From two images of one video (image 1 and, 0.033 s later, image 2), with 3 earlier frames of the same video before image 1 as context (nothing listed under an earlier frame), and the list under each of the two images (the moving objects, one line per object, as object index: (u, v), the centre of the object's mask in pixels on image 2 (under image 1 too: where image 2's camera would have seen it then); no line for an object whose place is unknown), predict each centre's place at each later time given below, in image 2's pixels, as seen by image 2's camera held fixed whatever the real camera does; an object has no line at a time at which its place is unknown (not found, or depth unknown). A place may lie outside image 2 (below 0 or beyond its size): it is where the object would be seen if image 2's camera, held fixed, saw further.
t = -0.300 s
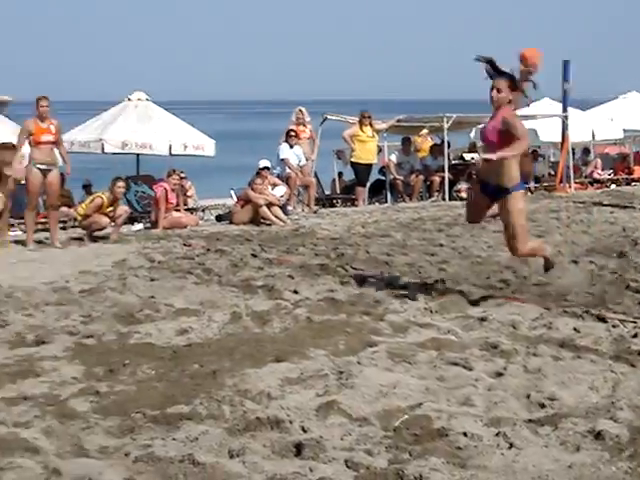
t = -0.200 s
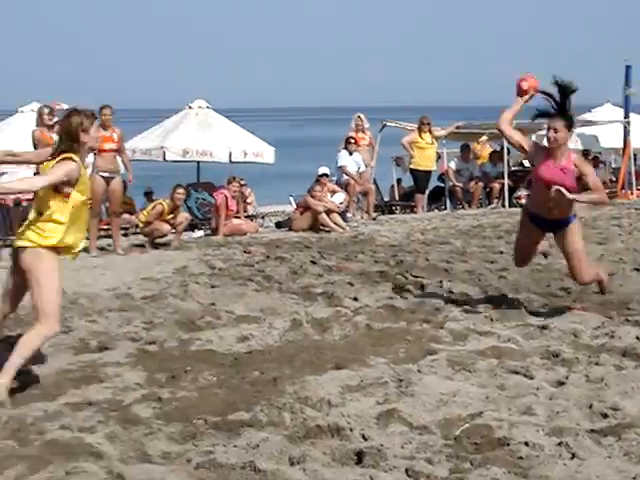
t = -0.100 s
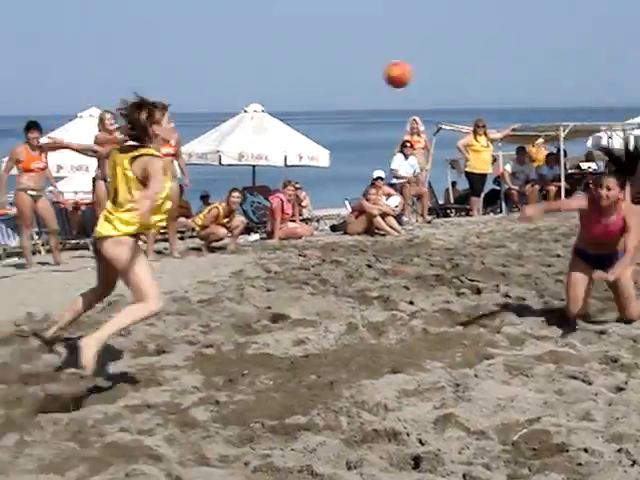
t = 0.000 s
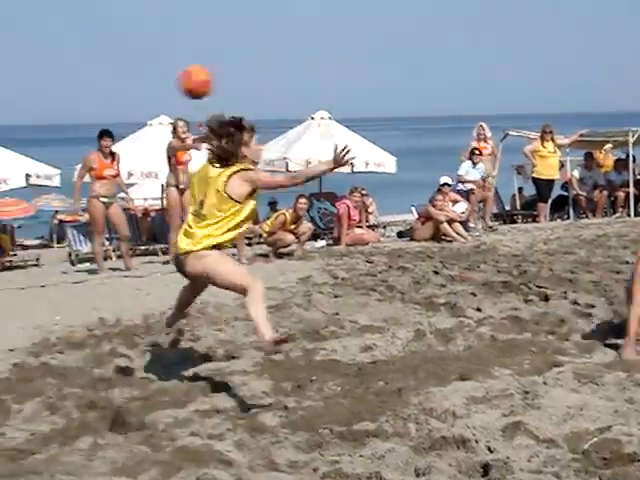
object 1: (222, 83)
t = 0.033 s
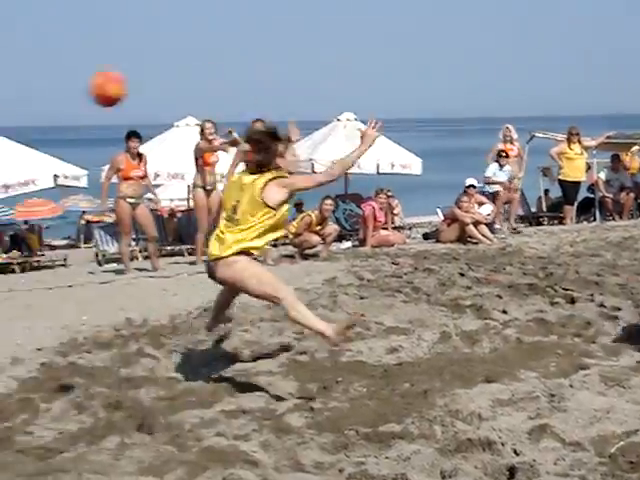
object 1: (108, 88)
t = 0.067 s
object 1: (-21, 96)
